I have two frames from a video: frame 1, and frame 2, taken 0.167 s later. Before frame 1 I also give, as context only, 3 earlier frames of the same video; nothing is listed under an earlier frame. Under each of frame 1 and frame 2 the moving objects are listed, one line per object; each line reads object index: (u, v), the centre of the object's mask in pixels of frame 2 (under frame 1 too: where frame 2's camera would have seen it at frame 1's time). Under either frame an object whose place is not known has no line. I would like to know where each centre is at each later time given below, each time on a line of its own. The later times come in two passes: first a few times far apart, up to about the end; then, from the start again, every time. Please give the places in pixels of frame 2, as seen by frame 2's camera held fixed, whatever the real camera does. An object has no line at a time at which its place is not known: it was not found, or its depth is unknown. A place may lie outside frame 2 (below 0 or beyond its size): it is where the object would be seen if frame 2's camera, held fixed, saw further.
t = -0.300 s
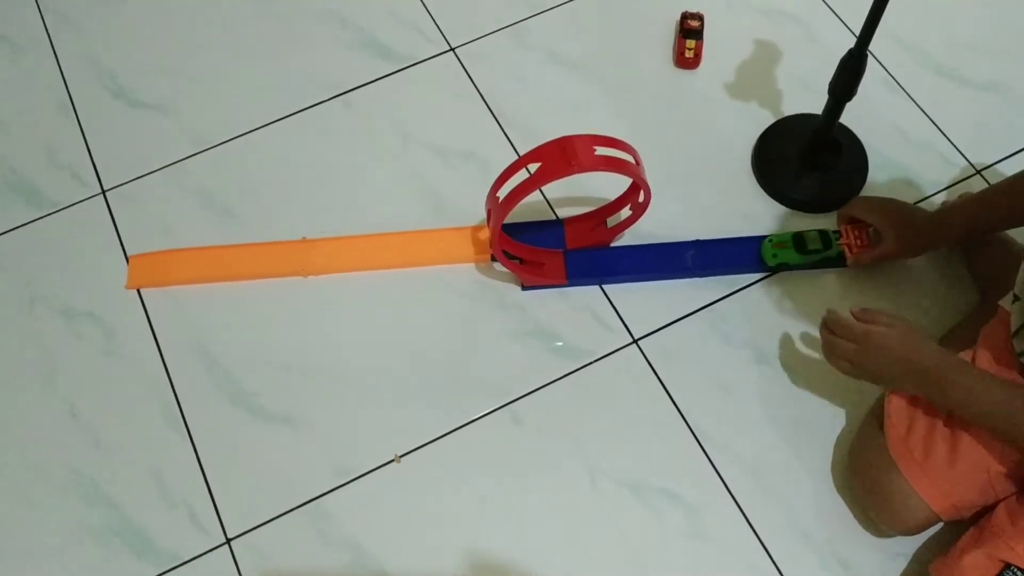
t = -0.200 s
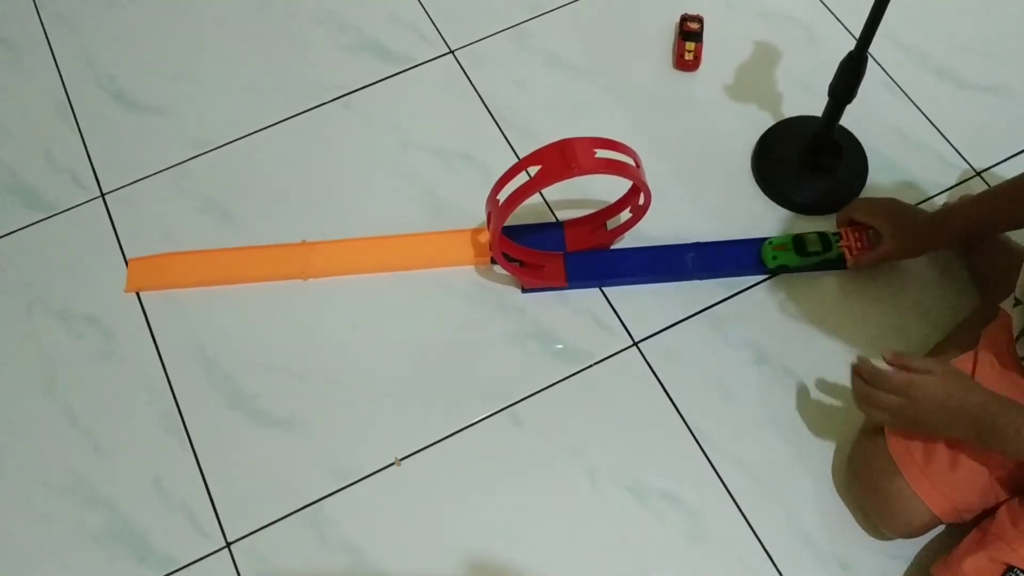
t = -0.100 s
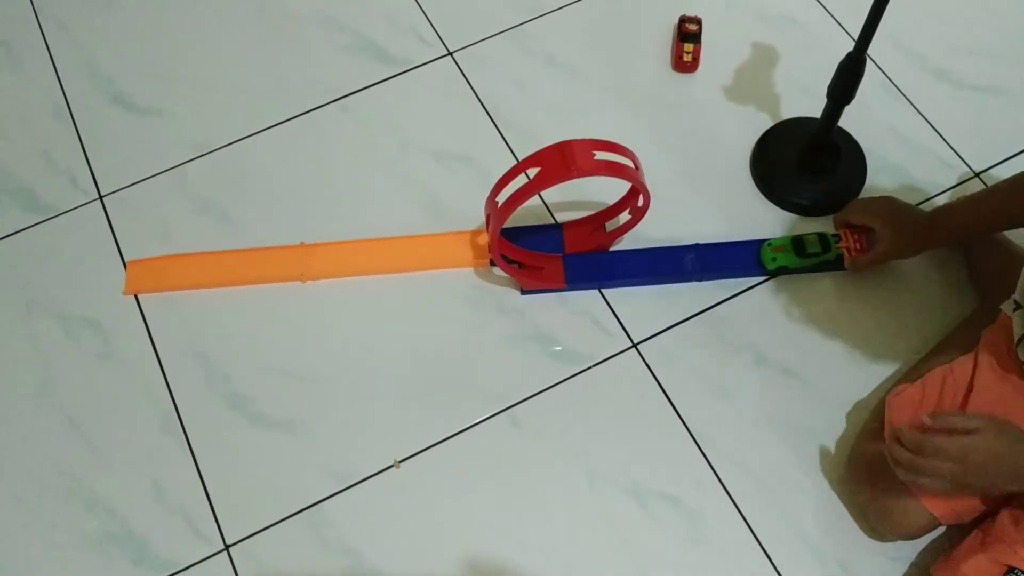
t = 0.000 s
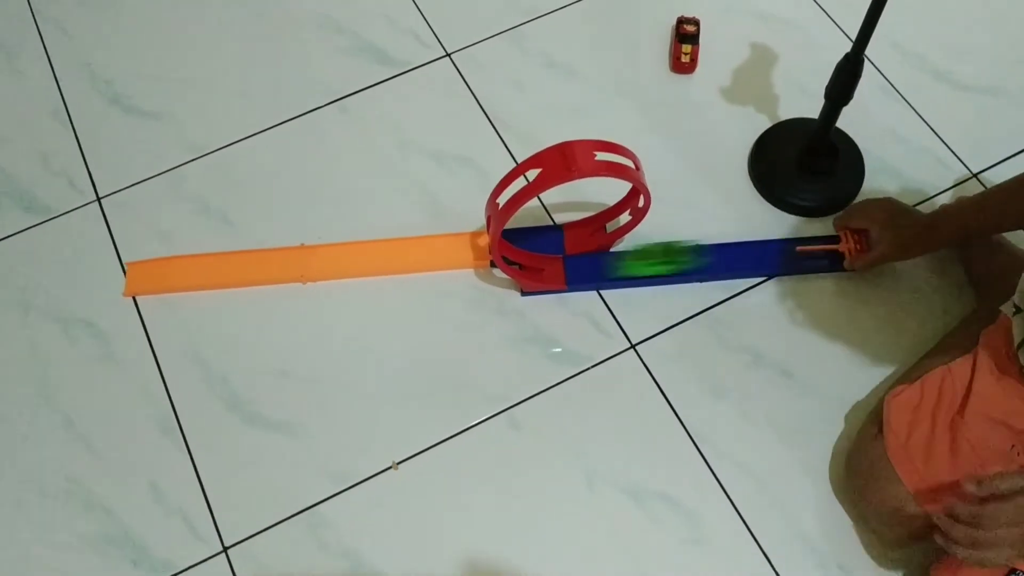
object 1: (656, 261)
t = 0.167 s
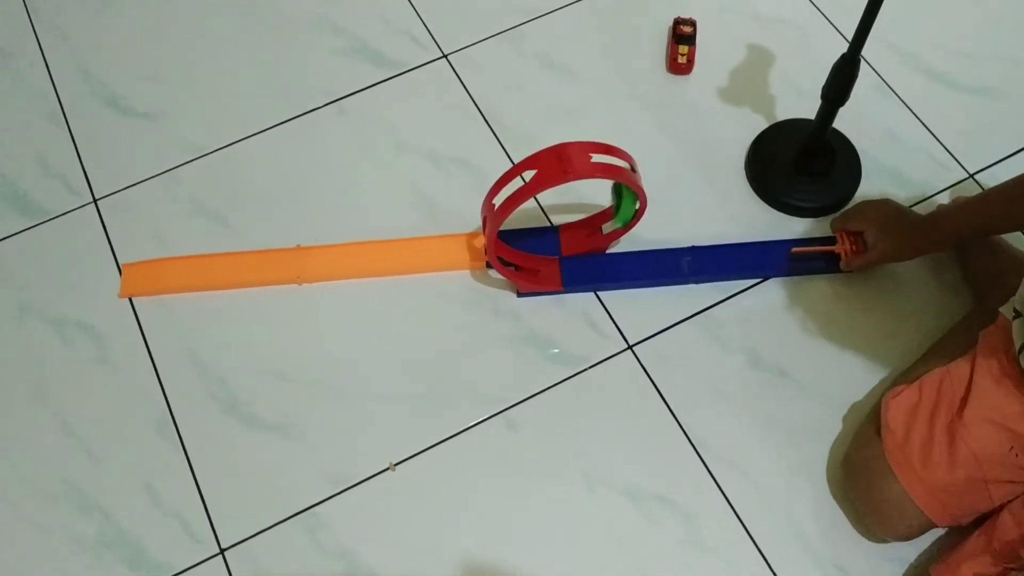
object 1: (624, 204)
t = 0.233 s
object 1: (545, 237)
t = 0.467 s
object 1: (205, 264)
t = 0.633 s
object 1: (29, 280)
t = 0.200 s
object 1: (593, 227)
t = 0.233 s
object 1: (545, 237)
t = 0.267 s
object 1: (484, 243)
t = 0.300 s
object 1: (439, 248)
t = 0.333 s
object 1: (389, 252)
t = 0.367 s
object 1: (341, 256)
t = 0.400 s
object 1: (294, 259)
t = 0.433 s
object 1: (248, 262)
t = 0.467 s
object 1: (205, 264)
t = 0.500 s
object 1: (162, 267)
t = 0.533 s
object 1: (125, 271)
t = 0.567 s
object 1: (86, 276)
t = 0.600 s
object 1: (49, 278)
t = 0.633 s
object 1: (29, 280)
